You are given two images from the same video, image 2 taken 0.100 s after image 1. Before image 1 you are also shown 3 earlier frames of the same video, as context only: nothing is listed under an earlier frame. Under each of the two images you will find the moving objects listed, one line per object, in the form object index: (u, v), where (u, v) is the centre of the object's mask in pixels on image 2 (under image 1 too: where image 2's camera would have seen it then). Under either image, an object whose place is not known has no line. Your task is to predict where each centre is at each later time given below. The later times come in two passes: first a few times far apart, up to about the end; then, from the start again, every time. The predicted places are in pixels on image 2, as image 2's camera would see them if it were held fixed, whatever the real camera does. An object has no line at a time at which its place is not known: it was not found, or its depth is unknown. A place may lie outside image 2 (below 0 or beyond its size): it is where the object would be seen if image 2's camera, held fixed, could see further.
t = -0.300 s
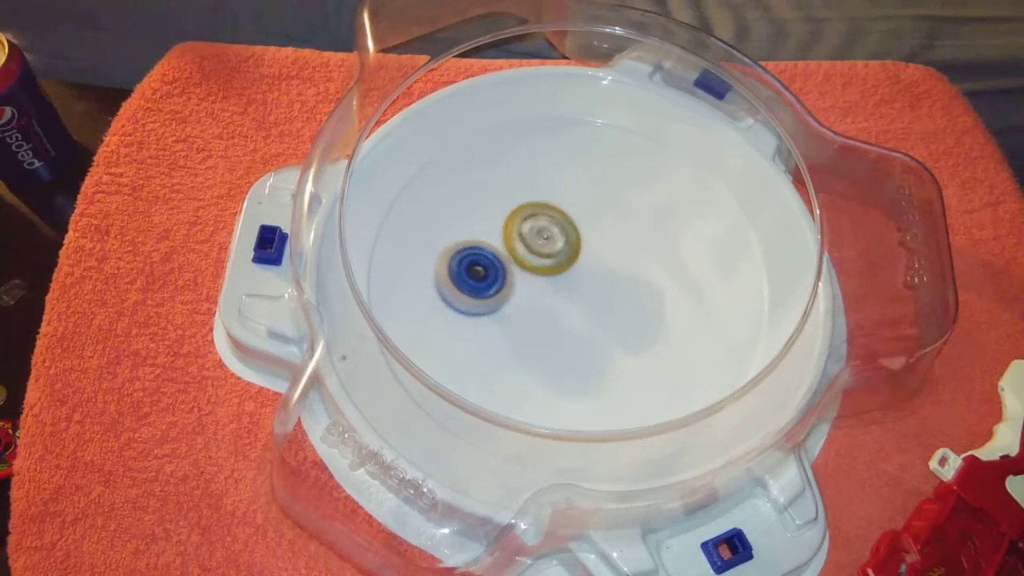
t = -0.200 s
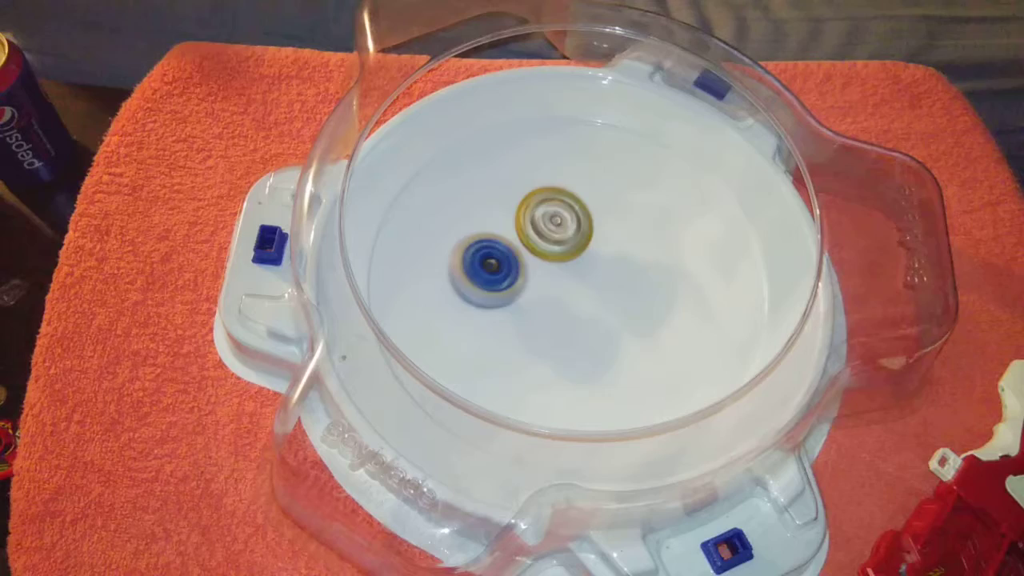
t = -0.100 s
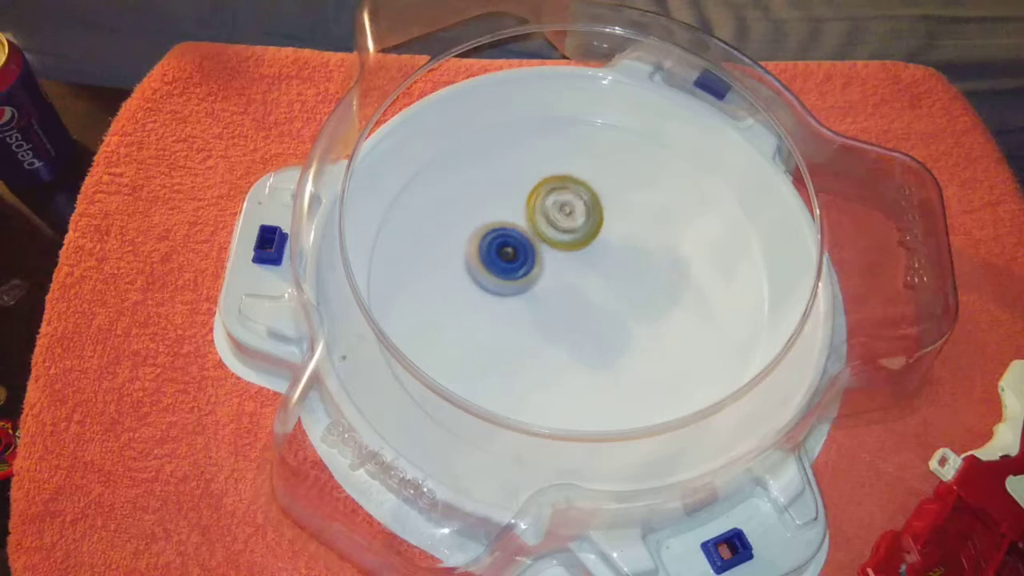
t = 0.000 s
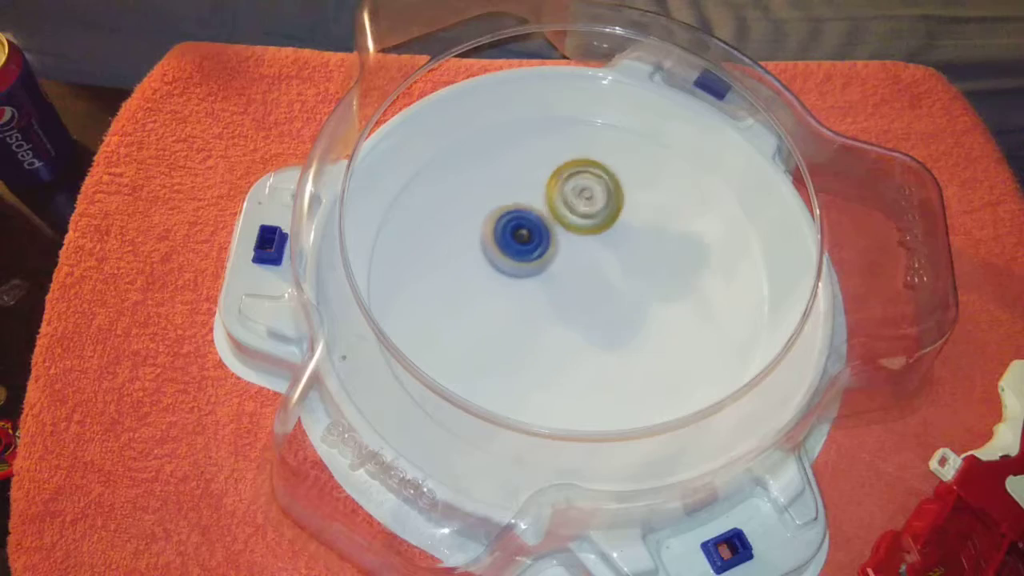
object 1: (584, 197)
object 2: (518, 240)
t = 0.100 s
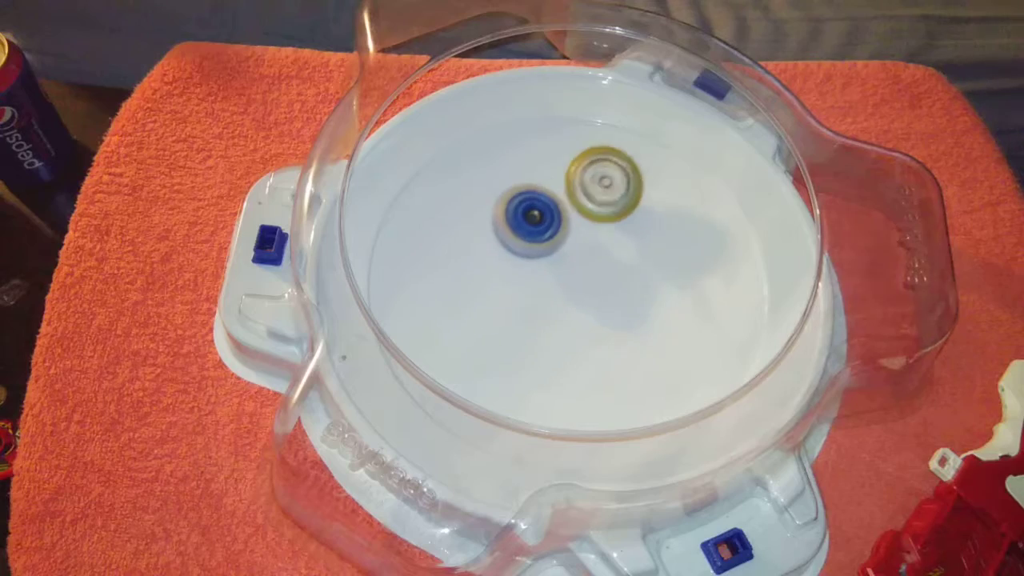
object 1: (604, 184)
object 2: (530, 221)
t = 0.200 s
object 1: (620, 178)
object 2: (538, 207)
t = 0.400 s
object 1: (636, 193)
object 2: (546, 181)
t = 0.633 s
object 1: (662, 253)
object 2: (558, 194)
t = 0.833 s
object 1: (668, 313)
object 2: (580, 219)
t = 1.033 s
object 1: (641, 350)
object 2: (608, 241)
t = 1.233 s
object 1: (589, 356)
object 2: (631, 261)
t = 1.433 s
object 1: (526, 340)
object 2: (640, 283)
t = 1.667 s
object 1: (475, 295)
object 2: (639, 304)
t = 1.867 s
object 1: (476, 251)
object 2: (628, 317)
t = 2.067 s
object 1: (506, 211)
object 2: (609, 322)
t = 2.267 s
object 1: (553, 187)
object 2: (584, 325)
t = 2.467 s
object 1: (604, 191)
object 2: (555, 323)
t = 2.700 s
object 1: (649, 228)
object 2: (527, 313)
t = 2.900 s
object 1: (665, 278)
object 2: (514, 297)
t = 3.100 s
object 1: (648, 326)
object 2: (504, 276)
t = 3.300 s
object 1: (605, 351)
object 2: (504, 251)
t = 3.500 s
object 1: (547, 345)
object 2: (511, 230)
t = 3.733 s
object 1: (492, 305)
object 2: (530, 219)
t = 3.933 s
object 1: (483, 257)
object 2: (556, 217)
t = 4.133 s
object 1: (503, 213)
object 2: (586, 221)
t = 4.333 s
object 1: (540, 193)
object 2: (616, 231)
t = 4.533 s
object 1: (576, 201)
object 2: (641, 248)
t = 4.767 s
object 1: (593, 222)
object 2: (665, 280)
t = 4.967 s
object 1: (594, 263)
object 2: (665, 304)
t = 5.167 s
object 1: (570, 294)
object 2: (656, 329)
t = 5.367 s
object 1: (548, 307)
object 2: (630, 342)
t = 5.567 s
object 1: (525, 288)
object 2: (595, 353)
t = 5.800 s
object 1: (510, 253)
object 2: (549, 342)
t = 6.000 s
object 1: (527, 232)
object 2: (515, 320)
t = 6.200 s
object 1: (566, 227)
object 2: (494, 292)
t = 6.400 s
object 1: (612, 240)
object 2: (489, 259)
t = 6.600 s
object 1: (634, 265)
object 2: (498, 230)
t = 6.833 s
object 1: (621, 298)
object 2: (522, 208)
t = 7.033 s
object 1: (582, 317)
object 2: (553, 203)
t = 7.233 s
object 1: (538, 312)
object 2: (589, 209)
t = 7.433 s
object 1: (517, 287)
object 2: (623, 224)
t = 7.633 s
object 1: (525, 254)
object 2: (645, 249)
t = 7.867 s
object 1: (563, 224)
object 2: (651, 284)
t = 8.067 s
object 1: (600, 224)
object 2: (640, 313)
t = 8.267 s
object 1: (622, 246)
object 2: (615, 335)
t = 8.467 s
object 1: (624, 279)
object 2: (578, 346)
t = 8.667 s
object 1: (601, 294)
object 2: (541, 342)
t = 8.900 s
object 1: (600, 287)
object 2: (501, 316)
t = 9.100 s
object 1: (600, 281)
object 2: (488, 287)
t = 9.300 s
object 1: (602, 276)
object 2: (496, 253)
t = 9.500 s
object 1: (602, 273)
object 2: (518, 223)
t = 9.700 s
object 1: (602, 271)
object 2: (549, 206)
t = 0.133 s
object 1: (610, 180)
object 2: (533, 216)
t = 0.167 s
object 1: (616, 178)
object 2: (535, 212)
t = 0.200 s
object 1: (620, 178)
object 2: (538, 207)
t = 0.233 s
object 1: (622, 178)
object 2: (541, 202)
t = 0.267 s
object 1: (624, 179)
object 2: (544, 197)
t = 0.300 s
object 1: (625, 181)
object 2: (546, 192)
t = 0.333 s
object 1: (627, 183)
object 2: (547, 187)
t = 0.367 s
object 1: (632, 187)
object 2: (546, 182)
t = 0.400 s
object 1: (636, 193)
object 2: (546, 181)
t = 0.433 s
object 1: (640, 199)
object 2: (547, 181)
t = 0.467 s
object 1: (644, 207)
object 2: (548, 182)
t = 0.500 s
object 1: (647, 215)
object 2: (550, 183)
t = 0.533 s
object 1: (651, 224)
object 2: (552, 185)
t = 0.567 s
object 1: (655, 233)
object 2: (553, 188)
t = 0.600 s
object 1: (658, 243)
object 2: (556, 191)
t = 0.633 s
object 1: (662, 253)
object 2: (558, 194)
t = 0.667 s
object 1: (665, 264)
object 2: (561, 198)
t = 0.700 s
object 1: (667, 274)
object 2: (564, 202)
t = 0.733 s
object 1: (668, 284)
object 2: (568, 206)
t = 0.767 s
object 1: (669, 295)
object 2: (572, 210)
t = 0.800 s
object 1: (669, 304)
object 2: (575, 214)
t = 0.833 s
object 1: (668, 313)
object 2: (580, 219)
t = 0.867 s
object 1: (666, 322)
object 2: (585, 223)
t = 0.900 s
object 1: (663, 329)
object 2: (589, 227)
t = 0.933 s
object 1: (658, 336)
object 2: (593, 230)
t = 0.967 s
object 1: (653, 341)
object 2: (599, 234)
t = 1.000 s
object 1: (648, 346)
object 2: (603, 238)
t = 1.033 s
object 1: (641, 350)
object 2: (608, 241)
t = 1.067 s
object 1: (634, 352)
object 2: (612, 244)
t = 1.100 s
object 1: (626, 355)
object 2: (616, 247)
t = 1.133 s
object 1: (618, 356)
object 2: (621, 250)
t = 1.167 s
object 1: (609, 357)
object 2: (624, 254)
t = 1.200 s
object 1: (599, 357)
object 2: (628, 257)
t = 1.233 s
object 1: (589, 356)
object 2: (631, 261)
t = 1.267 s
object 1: (579, 355)
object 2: (633, 265)
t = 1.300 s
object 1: (568, 353)
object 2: (636, 269)
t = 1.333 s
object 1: (557, 351)
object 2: (637, 272)
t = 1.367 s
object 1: (546, 348)
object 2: (639, 276)
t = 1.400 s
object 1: (536, 344)
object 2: (640, 280)
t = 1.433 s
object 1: (526, 340)
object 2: (640, 283)
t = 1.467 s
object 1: (516, 335)
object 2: (641, 286)
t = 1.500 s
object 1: (507, 329)
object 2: (641, 290)
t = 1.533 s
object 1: (498, 323)
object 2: (641, 293)
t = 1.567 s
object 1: (491, 316)
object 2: (642, 296)
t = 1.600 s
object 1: (484, 309)
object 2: (641, 299)
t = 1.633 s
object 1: (479, 302)
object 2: (640, 302)
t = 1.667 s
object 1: (475, 295)
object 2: (639, 304)
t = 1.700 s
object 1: (472, 287)
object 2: (637, 306)
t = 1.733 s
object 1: (471, 280)
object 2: (636, 308)
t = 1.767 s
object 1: (471, 273)
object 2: (634, 311)
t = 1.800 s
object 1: (472, 266)
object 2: (633, 313)
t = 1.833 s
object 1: (474, 259)
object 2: (630, 315)
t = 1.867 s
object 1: (476, 251)
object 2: (628, 317)
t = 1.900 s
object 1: (479, 244)
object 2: (625, 318)
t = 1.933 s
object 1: (483, 238)
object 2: (623, 319)
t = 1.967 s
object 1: (488, 231)
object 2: (619, 320)
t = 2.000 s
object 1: (493, 224)
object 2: (616, 320)
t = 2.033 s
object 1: (499, 218)
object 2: (613, 322)
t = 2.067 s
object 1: (506, 211)
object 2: (609, 322)
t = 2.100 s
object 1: (512, 205)
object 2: (605, 323)
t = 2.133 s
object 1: (520, 200)
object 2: (601, 324)
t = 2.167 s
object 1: (528, 196)
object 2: (597, 324)
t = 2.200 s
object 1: (536, 192)
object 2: (593, 325)
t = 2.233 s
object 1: (545, 189)
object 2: (588, 325)
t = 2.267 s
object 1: (553, 187)
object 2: (584, 325)
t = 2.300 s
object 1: (562, 186)
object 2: (579, 325)
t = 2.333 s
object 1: (571, 185)
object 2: (574, 325)
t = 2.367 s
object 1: (579, 186)
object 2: (570, 325)
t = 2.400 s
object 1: (588, 187)
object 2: (565, 324)
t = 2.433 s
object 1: (596, 189)
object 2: (560, 324)
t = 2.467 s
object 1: (604, 191)
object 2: (555, 323)
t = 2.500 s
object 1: (612, 194)
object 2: (551, 322)
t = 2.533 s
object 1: (619, 198)
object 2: (546, 321)
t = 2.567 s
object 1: (626, 203)
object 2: (542, 320)
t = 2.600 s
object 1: (632, 208)
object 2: (537, 318)
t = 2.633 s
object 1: (638, 214)
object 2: (534, 317)
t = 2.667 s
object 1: (644, 220)
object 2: (530, 315)
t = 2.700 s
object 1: (649, 228)
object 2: (527, 313)
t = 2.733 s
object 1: (654, 235)
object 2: (524, 311)
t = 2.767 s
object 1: (658, 243)
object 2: (522, 309)
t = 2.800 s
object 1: (661, 252)
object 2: (520, 306)
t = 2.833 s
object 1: (663, 260)
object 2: (518, 303)
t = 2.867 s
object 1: (665, 269)
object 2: (516, 300)
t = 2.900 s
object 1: (665, 278)
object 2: (514, 297)
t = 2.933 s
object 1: (664, 287)
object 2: (512, 294)
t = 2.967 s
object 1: (663, 295)
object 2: (509, 291)
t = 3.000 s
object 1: (660, 304)
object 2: (507, 287)
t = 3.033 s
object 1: (657, 312)
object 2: (506, 284)
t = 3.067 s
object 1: (653, 319)
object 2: (505, 280)
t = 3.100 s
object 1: (648, 326)
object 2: (504, 276)
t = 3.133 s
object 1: (642, 332)
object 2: (503, 272)
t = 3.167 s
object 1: (636, 337)
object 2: (503, 268)
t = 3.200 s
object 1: (629, 342)
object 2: (502, 264)
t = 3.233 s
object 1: (621, 345)
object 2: (503, 260)
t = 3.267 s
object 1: (613, 348)
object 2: (503, 255)
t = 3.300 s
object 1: (605, 351)
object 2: (504, 251)
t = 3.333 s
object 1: (596, 352)
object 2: (504, 247)
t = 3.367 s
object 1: (586, 352)
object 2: (505, 243)
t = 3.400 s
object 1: (577, 352)
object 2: (506, 239)
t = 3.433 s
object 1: (567, 351)
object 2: (507, 236)
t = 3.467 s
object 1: (556, 348)
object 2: (509, 233)
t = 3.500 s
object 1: (547, 345)
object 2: (511, 230)
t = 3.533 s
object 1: (537, 341)
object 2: (513, 227)
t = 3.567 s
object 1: (528, 337)
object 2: (515, 225)
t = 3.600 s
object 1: (519, 331)
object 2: (517, 224)
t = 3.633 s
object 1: (511, 325)
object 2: (520, 222)
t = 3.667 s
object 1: (504, 319)
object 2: (523, 221)
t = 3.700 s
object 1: (497, 312)
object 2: (527, 220)
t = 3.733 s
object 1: (492, 305)
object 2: (530, 219)
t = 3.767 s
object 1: (488, 297)
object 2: (534, 218)
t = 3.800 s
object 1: (485, 289)
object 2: (538, 218)
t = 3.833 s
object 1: (483, 281)
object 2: (542, 218)
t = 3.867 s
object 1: (482, 273)
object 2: (547, 217)
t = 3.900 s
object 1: (482, 265)
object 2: (551, 218)
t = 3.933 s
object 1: (483, 257)
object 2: (556, 217)
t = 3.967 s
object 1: (484, 249)
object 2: (561, 218)
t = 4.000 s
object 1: (487, 240)
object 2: (566, 218)
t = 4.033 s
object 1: (490, 233)
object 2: (571, 219)
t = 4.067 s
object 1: (494, 226)
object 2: (576, 220)
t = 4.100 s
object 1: (498, 219)
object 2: (581, 220)
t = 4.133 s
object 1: (503, 213)
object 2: (586, 221)
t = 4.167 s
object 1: (509, 208)
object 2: (590, 223)
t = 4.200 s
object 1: (516, 204)
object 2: (595, 224)
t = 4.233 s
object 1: (523, 200)
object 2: (599, 225)
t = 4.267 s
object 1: (528, 196)
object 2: (606, 227)
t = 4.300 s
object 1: (534, 194)
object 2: (611, 229)
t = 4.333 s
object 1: (540, 193)
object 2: (616, 231)
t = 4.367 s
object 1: (547, 194)
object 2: (620, 233)
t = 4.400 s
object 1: (554, 194)
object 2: (624, 235)
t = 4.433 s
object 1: (560, 194)
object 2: (630, 238)
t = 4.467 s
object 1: (565, 195)
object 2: (634, 242)
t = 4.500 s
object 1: (571, 198)
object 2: (638, 245)
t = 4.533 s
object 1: (576, 201)
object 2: (641, 248)
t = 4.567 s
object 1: (580, 203)
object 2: (646, 253)
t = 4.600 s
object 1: (583, 205)
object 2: (649, 257)
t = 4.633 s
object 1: (586, 209)
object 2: (652, 260)
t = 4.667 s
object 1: (591, 214)
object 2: (655, 264)
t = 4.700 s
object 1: (593, 218)
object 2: (659, 269)
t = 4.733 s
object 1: (593, 220)
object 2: (663, 276)
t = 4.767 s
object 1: (593, 222)
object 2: (665, 280)
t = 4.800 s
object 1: (594, 227)
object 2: (667, 284)
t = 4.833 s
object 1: (594, 232)
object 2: (667, 288)
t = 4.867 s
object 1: (594, 238)
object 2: (667, 293)
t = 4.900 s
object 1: (594, 246)
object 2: (667, 296)
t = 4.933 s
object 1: (595, 254)
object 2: (666, 300)
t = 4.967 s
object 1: (594, 263)
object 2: (665, 304)
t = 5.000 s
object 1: (593, 270)
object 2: (665, 308)
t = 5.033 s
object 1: (588, 274)
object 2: (665, 315)
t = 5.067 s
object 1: (583, 279)
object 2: (663, 319)
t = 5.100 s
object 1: (579, 285)
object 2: (662, 323)
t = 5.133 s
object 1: (574, 290)
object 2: (659, 326)
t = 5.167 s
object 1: (570, 294)
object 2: (656, 329)
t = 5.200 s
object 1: (565, 299)
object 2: (653, 332)
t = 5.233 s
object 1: (560, 302)
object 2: (649, 334)
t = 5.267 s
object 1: (557, 305)
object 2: (645, 337)
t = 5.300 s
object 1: (553, 306)
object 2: (641, 338)
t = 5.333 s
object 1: (551, 307)
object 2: (636, 340)
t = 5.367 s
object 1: (548, 307)
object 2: (630, 342)
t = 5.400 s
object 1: (547, 306)
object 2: (624, 343)
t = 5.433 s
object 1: (545, 305)
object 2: (618, 344)
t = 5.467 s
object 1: (543, 303)
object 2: (613, 345)
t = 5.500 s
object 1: (539, 298)
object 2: (608, 348)
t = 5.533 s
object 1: (532, 293)
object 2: (601, 351)
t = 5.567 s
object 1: (525, 288)
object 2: (595, 353)
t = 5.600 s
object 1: (520, 283)
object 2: (588, 352)
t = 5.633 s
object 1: (516, 278)
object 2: (582, 352)
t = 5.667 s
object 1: (513, 273)
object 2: (576, 351)
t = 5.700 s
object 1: (511, 268)
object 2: (569, 349)
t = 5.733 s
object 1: (510, 263)
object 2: (563, 347)
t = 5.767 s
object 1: (509, 258)
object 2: (556, 344)
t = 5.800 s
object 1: (510, 253)
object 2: (549, 342)
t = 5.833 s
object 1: (511, 248)
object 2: (543, 339)
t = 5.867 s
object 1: (513, 243)
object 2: (536, 335)
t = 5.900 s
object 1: (516, 240)
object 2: (531, 332)
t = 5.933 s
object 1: (519, 237)
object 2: (525, 328)
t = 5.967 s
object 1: (522, 234)
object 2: (520, 324)
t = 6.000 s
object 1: (527, 232)
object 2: (515, 320)
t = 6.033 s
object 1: (531, 230)
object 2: (511, 316)
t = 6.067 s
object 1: (537, 229)
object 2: (506, 311)
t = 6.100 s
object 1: (544, 228)
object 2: (503, 307)
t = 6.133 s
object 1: (551, 227)
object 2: (499, 302)
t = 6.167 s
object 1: (558, 227)
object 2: (497, 297)
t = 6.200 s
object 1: (566, 227)
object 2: (494, 292)
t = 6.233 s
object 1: (574, 228)
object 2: (492, 287)
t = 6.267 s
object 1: (582, 229)
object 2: (491, 281)
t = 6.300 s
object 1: (591, 231)
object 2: (490, 276)
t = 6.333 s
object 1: (598, 233)
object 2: (489, 270)
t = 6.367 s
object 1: (605, 236)
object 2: (489, 265)
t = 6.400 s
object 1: (612, 240)
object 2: (489, 259)
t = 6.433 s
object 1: (618, 243)
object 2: (490, 254)
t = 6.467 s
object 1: (623, 247)
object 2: (491, 249)
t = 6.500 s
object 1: (627, 252)
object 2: (492, 244)
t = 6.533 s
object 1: (630, 256)
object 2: (494, 239)
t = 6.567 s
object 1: (633, 261)
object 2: (496, 234)
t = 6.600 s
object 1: (634, 265)
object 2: (498, 230)
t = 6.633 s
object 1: (635, 270)
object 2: (500, 226)
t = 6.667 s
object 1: (635, 275)
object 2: (503, 221)
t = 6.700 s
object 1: (633, 280)
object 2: (506, 218)
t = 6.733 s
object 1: (632, 285)
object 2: (509, 215)
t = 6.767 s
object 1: (629, 290)
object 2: (513, 212)
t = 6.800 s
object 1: (626, 294)
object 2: (517, 210)
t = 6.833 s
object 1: (621, 298)
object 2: (522, 208)
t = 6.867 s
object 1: (616, 303)
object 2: (526, 206)
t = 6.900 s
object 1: (611, 307)
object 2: (531, 205)
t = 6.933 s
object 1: (604, 310)
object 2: (537, 204)
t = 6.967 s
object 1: (597, 313)
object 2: (542, 203)
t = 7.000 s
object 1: (590, 316)
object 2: (548, 203)
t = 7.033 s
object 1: (582, 317)
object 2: (553, 203)
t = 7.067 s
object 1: (575, 318)
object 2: (559, 203)
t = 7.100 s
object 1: (567, 318)
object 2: (565, 204)
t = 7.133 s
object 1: (559, 318)
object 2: (571, 205)
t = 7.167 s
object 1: (552, 317)
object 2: (578, 206)
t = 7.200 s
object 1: (545, 314)
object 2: (584, 208)
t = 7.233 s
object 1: (538, 312)
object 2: (589, 209)
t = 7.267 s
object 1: (532, 308)
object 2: (595, 211)
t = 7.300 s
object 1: (528, 305)
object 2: (601, 213)
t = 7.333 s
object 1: (524, 301)
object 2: (607, 215)
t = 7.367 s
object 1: (521, 296)
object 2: (612, 218)
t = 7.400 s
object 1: (518, 292)
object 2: (617, 221)
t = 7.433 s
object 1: (517, 287)
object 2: (623, 224)
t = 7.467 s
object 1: (516, 282)
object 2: (627, 228)
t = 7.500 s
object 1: (516, 276)
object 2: (631, 231)
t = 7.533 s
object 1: (517, 271)
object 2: (635, 235)
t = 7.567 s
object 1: (519, 265)
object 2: (639, 240)
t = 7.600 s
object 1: (522, 259)
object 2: (642, 244)
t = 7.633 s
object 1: (525, 254)
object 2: (645, 249)
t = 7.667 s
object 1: (529, 248)
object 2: (648, 254)
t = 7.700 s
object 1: (533, 243)
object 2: (649, 259)
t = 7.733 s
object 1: (539, 238)
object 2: (651, 264)
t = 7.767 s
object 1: (544, 234)
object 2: (651, 269)
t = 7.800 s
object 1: (550, 229)
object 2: (652, 273)
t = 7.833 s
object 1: (556, 226)
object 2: (652, 279)
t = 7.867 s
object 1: (563, 224)
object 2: (651, 284)
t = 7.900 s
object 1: (570, 222)
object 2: (651, 289)
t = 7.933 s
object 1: (576, 221)
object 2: (650, 294)
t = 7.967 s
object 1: (582, 221)
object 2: (648, 299)
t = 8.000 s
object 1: (589, 221)
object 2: (645, 304)
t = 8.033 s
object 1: (594, 222)
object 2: (643, 308)
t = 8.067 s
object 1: (600, 224)
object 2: (640, 313)
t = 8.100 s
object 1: (605, 226)
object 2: (637, 318)
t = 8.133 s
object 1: (609, 229)
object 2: (633, 322)
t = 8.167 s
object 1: (613, 232)
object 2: (629, 325)
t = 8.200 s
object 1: (617, 236)
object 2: (624, 329)
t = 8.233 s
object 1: (619, 241)
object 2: (620, 332)
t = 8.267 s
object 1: (622, 246)
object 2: (615, 335)
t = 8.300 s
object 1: (624, 252)
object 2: (609, 337)
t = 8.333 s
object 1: (625, 258)
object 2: (604, 339)
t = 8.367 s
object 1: (625, 265)
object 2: (598, 340)
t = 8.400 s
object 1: (624, 272)
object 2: (593, 342)
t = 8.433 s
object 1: (624, 276)
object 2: (586, 344)
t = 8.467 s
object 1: (624, 279)
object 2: (578, 346)
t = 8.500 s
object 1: (621, 282)
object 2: (572, 346)
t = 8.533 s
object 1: (618, 284)
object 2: (565, 346)
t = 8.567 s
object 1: (615, 287)
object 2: (559, 346)
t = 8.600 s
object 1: (611, 289)
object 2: (553, 345)
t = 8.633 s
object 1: (606, 291)
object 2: (547, 344)
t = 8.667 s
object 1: (601, 294)
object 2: (541, 342)
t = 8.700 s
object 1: (599, 293)
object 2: (534, 340)
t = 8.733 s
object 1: (600, 291)
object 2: (525, 338)
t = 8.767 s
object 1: (601, 291)
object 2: (518, 333)
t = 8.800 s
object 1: (600, 290)
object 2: (513, 328)
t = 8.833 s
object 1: (600, 289)
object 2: (509, 324)
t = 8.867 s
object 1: (600, 288)
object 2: (505, 320)
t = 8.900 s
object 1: (600, 287)
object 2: (501, 316)
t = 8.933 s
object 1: (599, 286)
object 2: (497, 312)
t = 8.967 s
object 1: (600, 285)
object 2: (494, 307)
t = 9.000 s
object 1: (600, 284)
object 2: (492, 302)
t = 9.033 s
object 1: (600, 283)
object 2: (490, 297)
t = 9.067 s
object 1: (600, 282)
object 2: (489, 292)
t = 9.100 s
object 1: (600, 281)
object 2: (488, 287)
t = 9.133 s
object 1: (601, 280)
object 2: (488, 282)
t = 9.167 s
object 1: (601, 279)
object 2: (489, 276)
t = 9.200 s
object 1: (601, 278)
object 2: (490, 271)
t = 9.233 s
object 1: (602, 278)
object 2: (491, 265)
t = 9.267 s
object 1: (602, 277)
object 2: (493, 259)
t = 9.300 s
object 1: (602, 276)
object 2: (496, 253)
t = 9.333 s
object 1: (603, 276)
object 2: (499, 248)
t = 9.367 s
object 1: (603, 275)
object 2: (502, 242)
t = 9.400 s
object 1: (603, 275)
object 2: (505, 237)
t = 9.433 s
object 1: (603, 274)
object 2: (509, 232)
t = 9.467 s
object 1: (603, 273)
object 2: (513, 227)
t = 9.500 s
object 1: (602, 273)
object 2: (518, 223)
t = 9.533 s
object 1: (603, 272)
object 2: (522, 219)
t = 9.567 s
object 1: (602, 272)
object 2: (527, 216)
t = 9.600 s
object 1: (603, 272)
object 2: (532, 212)
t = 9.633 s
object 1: (603, 271)
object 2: (538, 210)
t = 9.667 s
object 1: (602, 271)
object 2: (543, 208)
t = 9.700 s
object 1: (602, 271)
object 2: (549, 206)
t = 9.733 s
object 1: (602, 271)
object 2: (554, 205)
